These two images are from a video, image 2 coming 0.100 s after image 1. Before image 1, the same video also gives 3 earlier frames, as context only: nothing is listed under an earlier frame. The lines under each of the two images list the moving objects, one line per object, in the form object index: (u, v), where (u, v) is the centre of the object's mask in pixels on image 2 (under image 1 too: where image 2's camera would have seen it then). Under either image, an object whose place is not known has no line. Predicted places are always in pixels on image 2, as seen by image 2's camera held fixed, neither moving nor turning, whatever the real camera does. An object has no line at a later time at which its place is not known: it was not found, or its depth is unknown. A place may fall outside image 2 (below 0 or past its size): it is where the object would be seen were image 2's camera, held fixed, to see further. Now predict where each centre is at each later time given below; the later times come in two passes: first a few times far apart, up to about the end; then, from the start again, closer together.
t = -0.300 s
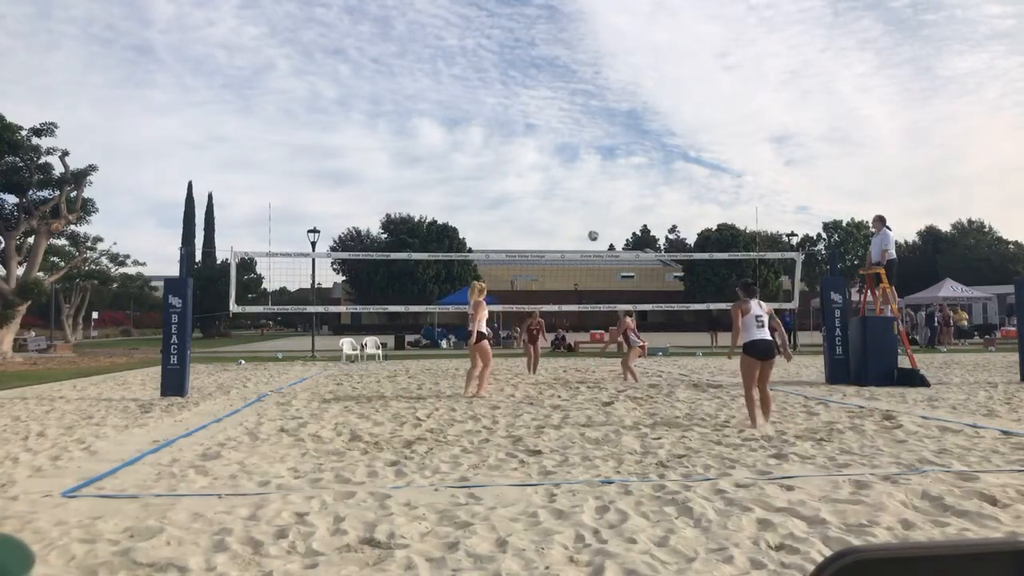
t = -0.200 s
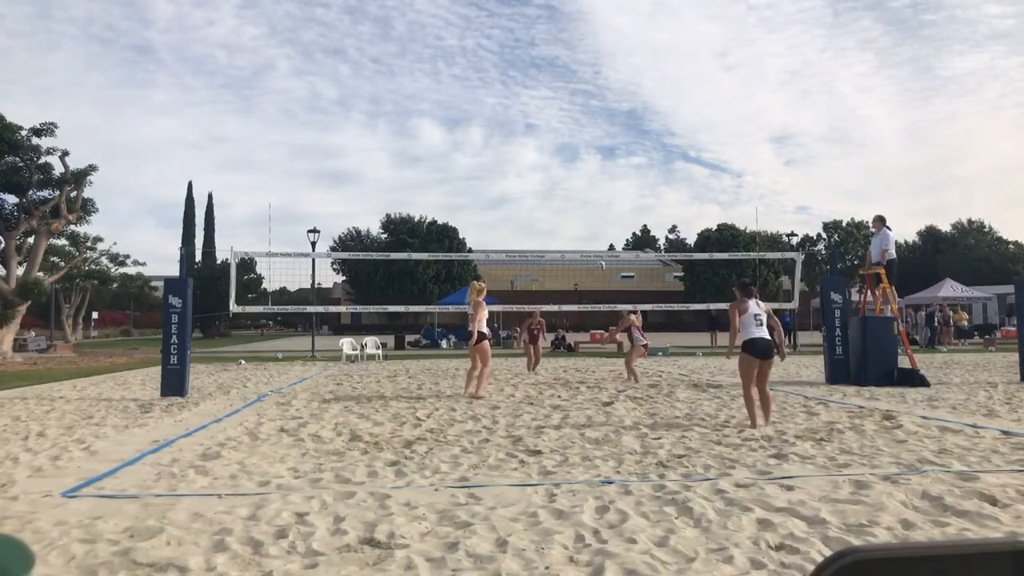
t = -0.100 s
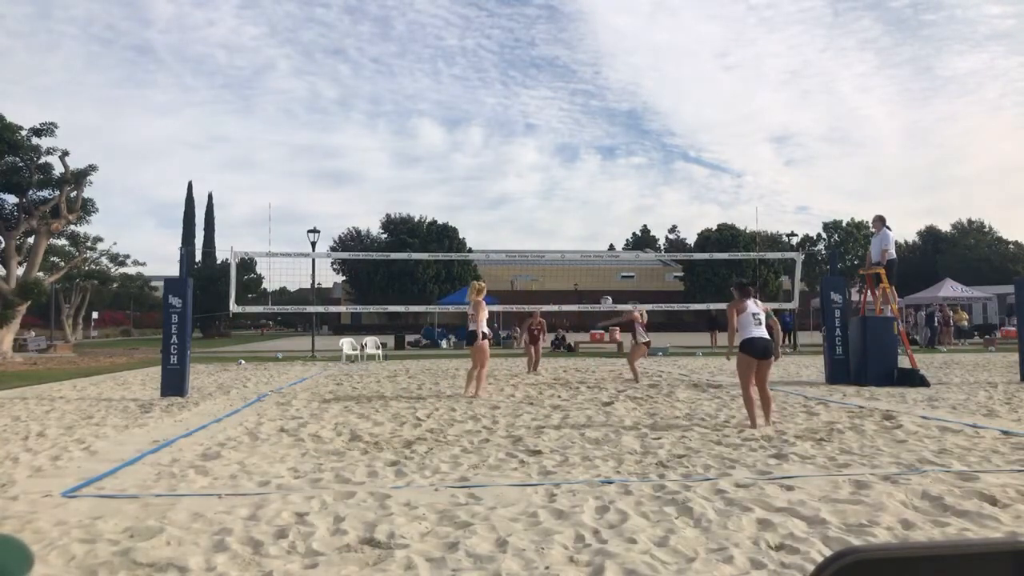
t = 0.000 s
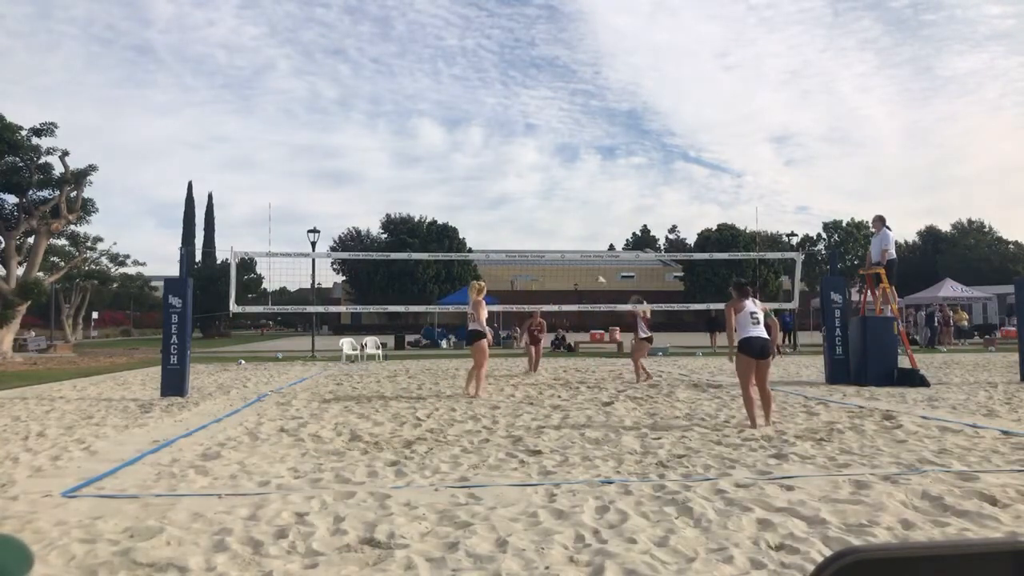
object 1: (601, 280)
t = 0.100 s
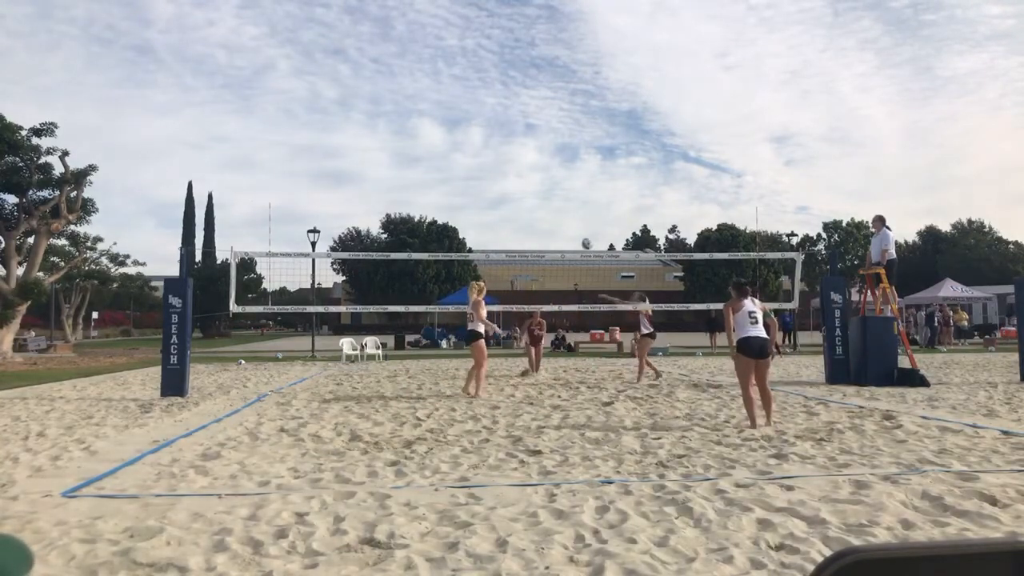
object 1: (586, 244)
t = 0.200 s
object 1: (574, 212)
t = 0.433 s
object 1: (546, 158)
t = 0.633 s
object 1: (522, 136)
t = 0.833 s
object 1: (498, 135)
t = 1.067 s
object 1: (470, 160)
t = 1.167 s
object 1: (458, 179)
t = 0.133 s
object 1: (582, 232)
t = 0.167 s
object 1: (578, 222)
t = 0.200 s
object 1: (574, 212)
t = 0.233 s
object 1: (570, 202)
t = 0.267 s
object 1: (566, 194)
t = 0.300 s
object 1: (562, 185)
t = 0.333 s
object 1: (558, 177)
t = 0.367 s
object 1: (554, 170)
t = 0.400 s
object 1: (550, 164)
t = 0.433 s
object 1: (546, 158)
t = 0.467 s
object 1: (543, 153)
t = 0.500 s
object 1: (538, 149)
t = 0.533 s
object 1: (534, 144)
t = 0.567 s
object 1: (530, 141)
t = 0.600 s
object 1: (526, 138)
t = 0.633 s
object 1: (522, 136)
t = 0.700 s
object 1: (514, 133)
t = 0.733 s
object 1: (510, 133)
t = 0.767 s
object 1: (506, 133)
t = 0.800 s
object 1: (502, 134)
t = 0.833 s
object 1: (498, 135)
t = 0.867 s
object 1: (494, 137)
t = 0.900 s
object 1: (490, 139)
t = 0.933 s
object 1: (486, 142)
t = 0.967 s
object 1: (482, 146)
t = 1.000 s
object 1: (478, 150)
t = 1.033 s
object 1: (474, 154)
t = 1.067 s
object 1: (470, 160)
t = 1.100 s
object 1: (466, 166)
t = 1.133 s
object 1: (462, 172)
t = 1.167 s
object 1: (458, 179)
